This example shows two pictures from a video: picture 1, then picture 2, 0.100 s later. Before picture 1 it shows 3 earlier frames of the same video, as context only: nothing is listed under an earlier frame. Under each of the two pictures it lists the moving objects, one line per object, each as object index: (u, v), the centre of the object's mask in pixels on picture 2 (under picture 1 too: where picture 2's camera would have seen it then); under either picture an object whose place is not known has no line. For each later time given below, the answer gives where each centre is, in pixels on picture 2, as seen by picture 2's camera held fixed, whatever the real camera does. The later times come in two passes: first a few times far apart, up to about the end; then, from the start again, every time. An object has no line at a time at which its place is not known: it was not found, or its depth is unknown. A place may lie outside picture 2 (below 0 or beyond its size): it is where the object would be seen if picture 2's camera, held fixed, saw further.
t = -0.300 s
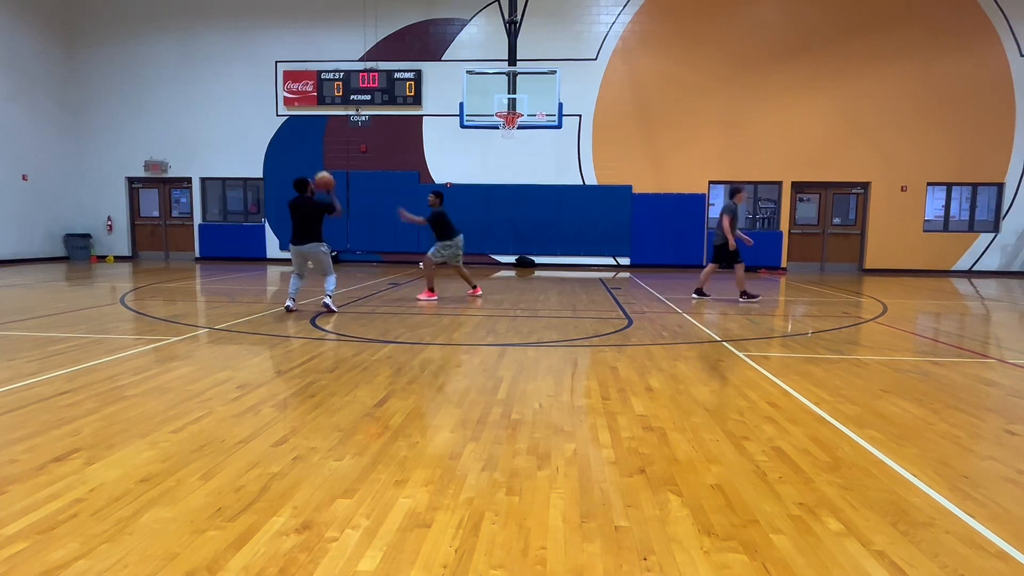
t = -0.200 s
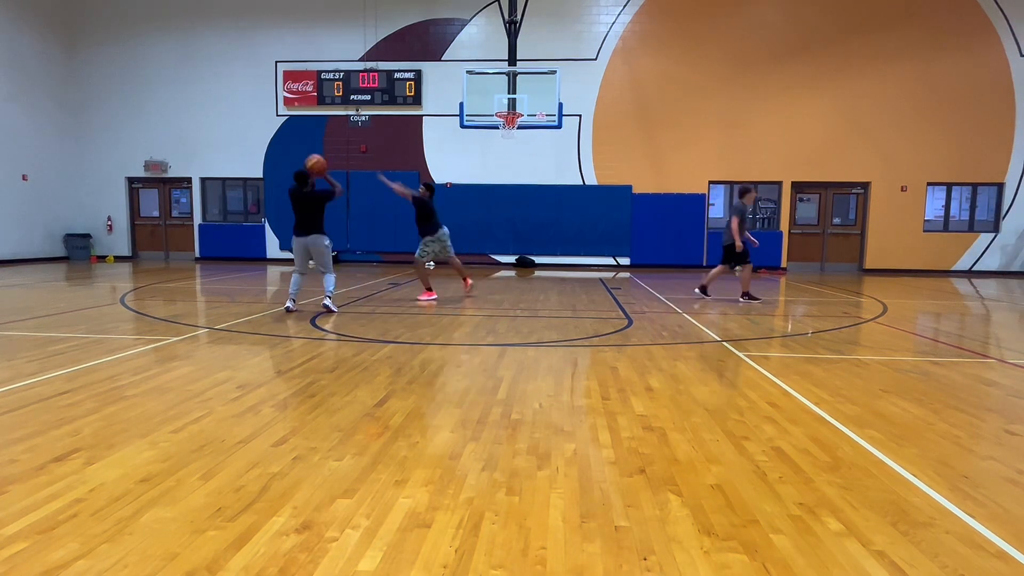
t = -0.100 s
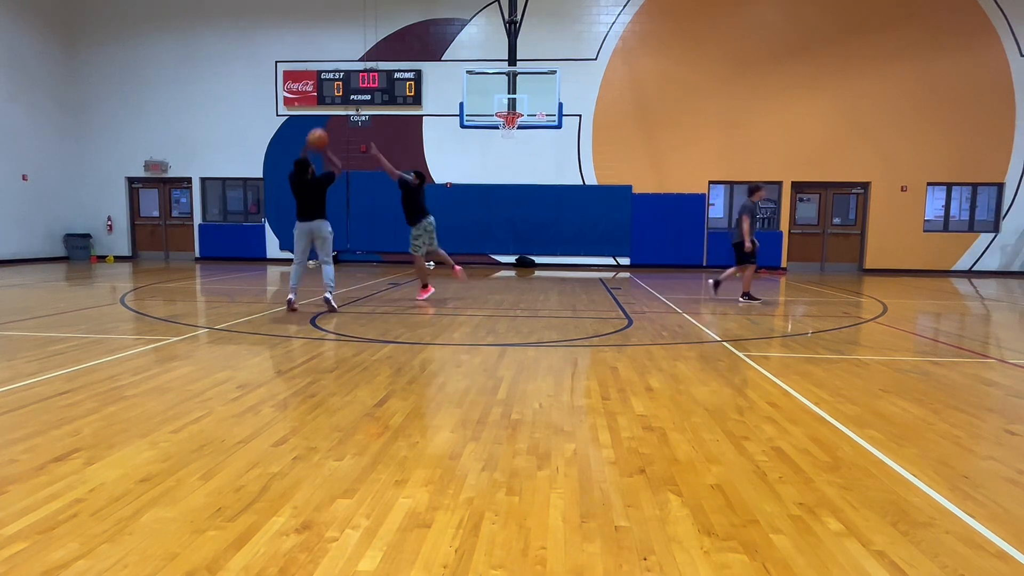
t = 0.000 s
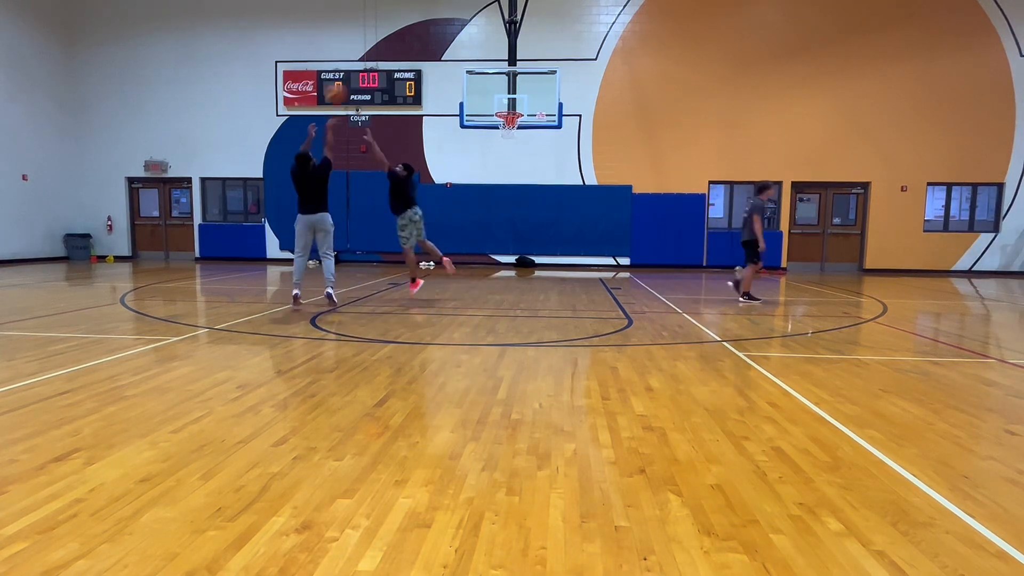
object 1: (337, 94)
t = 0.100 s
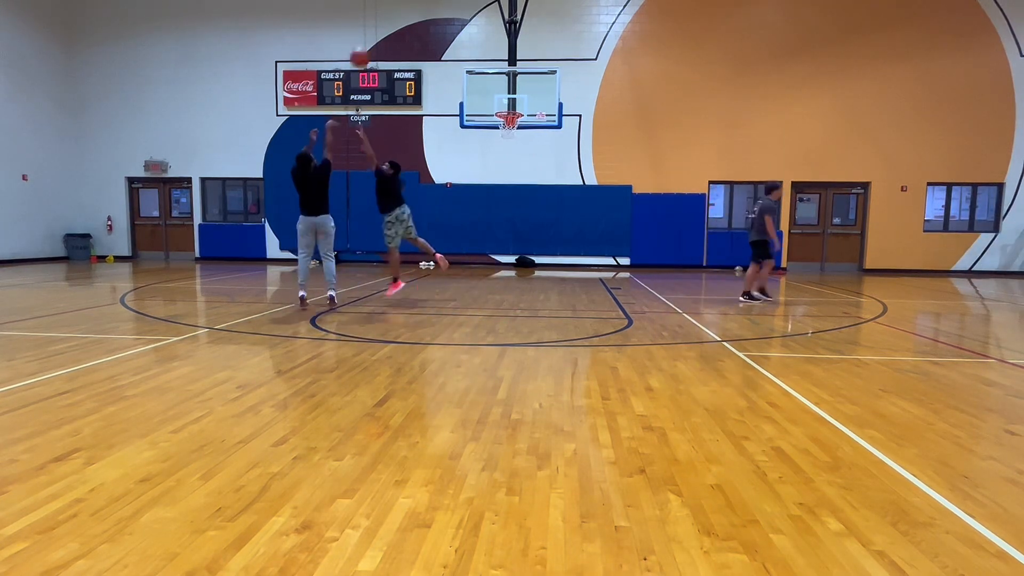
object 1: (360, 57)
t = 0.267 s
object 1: (394, 21)
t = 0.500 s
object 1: (436, 8)
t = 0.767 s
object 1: (475, 35)
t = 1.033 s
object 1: (506, 97)
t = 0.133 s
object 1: (367, 48)
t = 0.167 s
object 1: (375, 40)
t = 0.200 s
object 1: (381, 33)
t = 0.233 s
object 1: (388, 26)
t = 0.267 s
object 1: (394, 21)
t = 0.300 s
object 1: (401, 16)
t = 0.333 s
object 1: (407, 12)
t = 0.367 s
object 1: (413, 10)
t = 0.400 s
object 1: (418, 8)
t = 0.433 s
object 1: (425, 8)
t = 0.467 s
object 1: (430, 8)
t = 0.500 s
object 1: (436, 8)
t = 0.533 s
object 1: (441, 9)
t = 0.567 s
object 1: (446, 10)
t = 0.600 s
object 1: (451, 13)
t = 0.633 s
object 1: (456, 16)
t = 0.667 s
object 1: (461, 19)
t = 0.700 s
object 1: (466, 24)
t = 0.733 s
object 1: (470, 29)
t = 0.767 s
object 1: (475, 35)
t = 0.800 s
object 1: (479, 41)
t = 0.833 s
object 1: (483, 48)
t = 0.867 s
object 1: (487, 54)
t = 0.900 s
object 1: (491, 62)
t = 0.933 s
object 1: (495, 71)
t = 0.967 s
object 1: (499, 79)
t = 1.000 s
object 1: (502, 87)
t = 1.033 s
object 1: (506, 97)
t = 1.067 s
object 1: (510, 105)
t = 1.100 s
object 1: (511, 108)
